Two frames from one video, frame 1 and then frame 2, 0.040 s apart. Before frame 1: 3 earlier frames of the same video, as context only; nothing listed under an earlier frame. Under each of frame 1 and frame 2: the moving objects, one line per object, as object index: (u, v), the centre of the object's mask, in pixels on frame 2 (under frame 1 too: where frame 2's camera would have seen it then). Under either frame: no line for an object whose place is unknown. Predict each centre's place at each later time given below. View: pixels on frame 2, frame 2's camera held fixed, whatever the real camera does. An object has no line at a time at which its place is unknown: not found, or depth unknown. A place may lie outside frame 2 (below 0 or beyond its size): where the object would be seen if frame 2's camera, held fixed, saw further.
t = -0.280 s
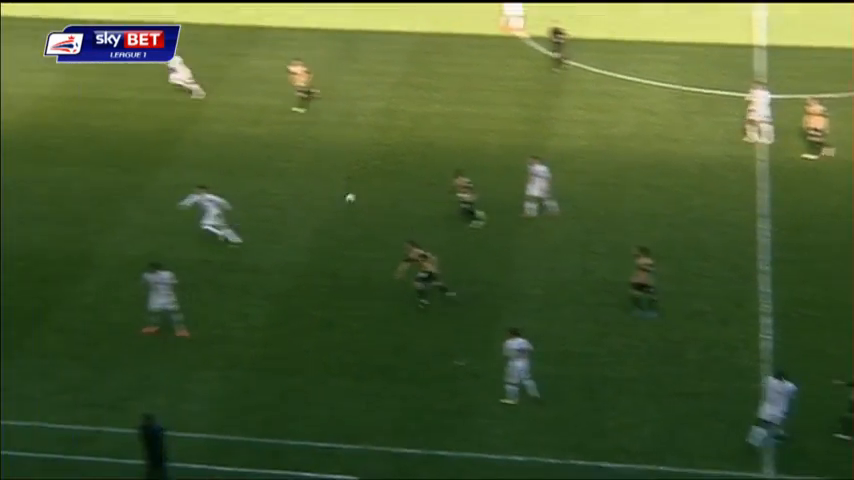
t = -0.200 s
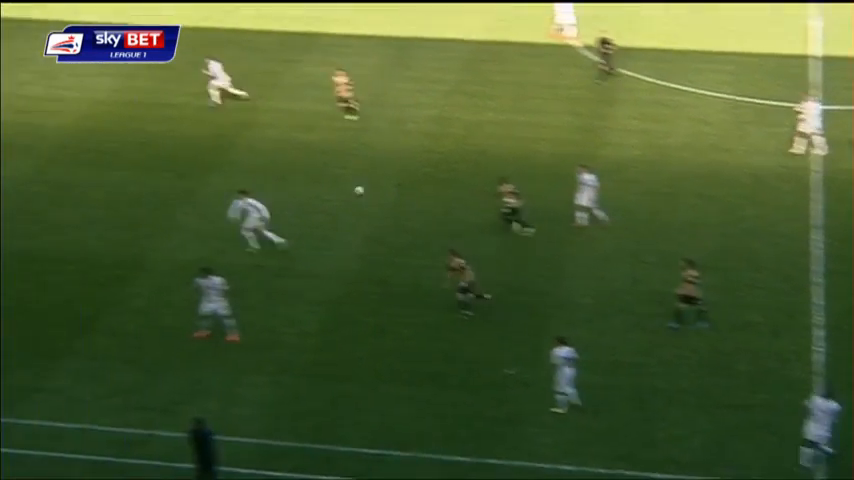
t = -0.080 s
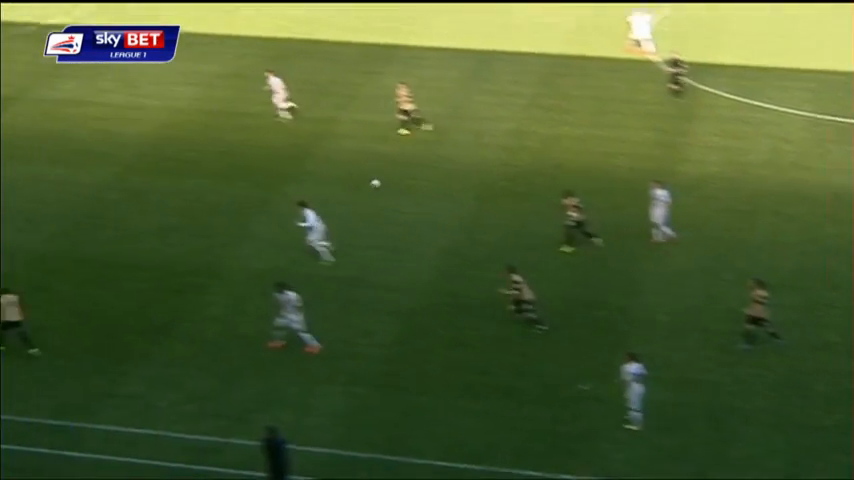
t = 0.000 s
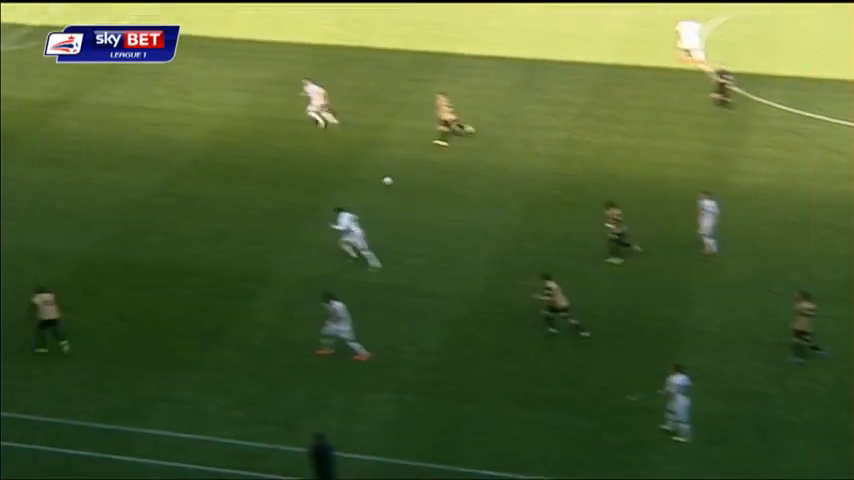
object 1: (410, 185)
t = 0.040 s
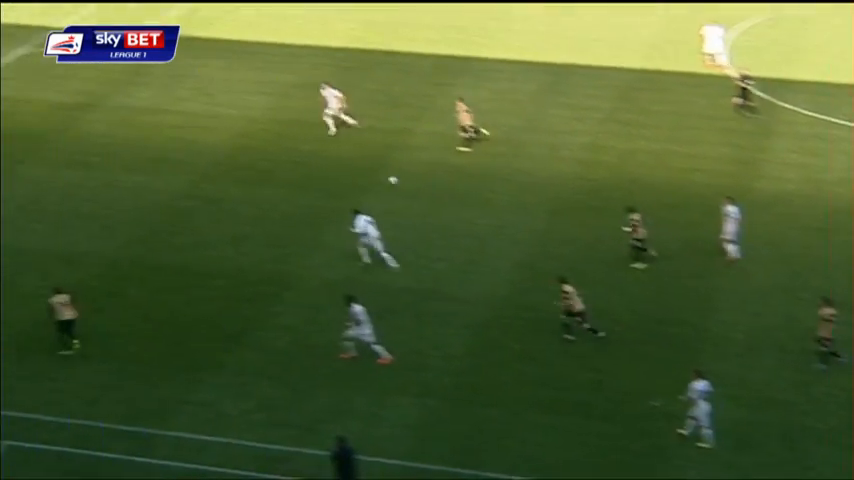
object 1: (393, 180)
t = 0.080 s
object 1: (374, 176)
